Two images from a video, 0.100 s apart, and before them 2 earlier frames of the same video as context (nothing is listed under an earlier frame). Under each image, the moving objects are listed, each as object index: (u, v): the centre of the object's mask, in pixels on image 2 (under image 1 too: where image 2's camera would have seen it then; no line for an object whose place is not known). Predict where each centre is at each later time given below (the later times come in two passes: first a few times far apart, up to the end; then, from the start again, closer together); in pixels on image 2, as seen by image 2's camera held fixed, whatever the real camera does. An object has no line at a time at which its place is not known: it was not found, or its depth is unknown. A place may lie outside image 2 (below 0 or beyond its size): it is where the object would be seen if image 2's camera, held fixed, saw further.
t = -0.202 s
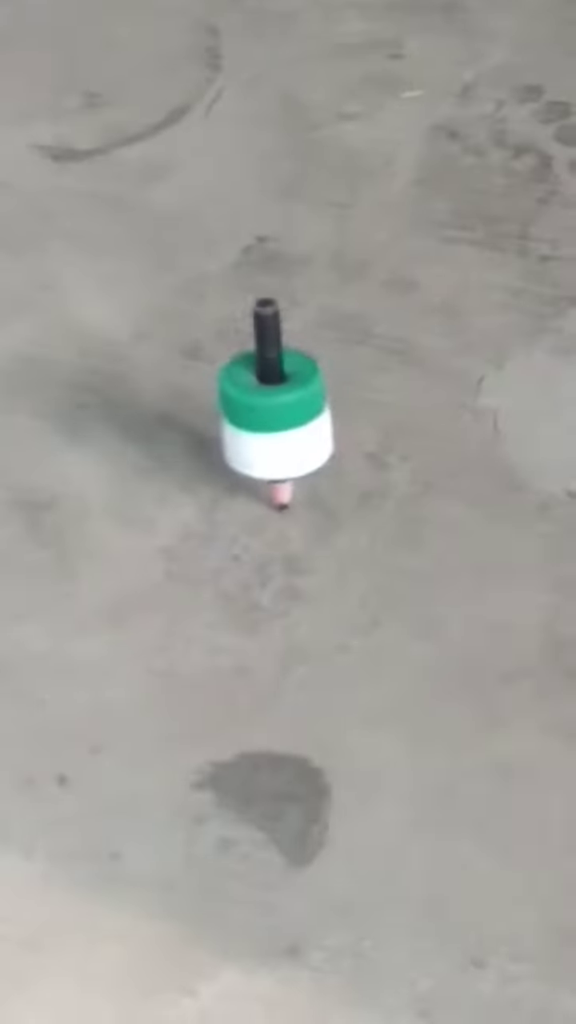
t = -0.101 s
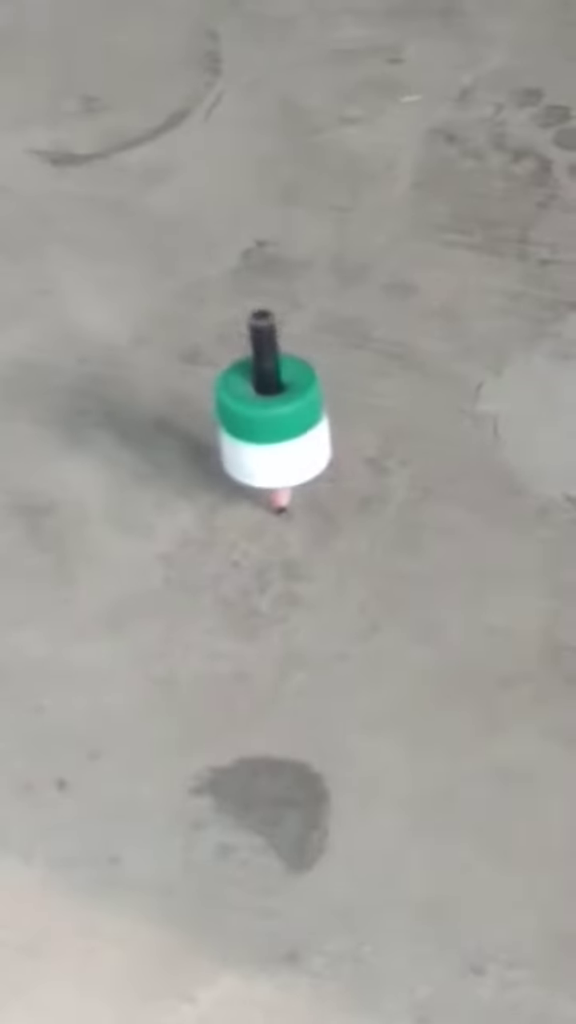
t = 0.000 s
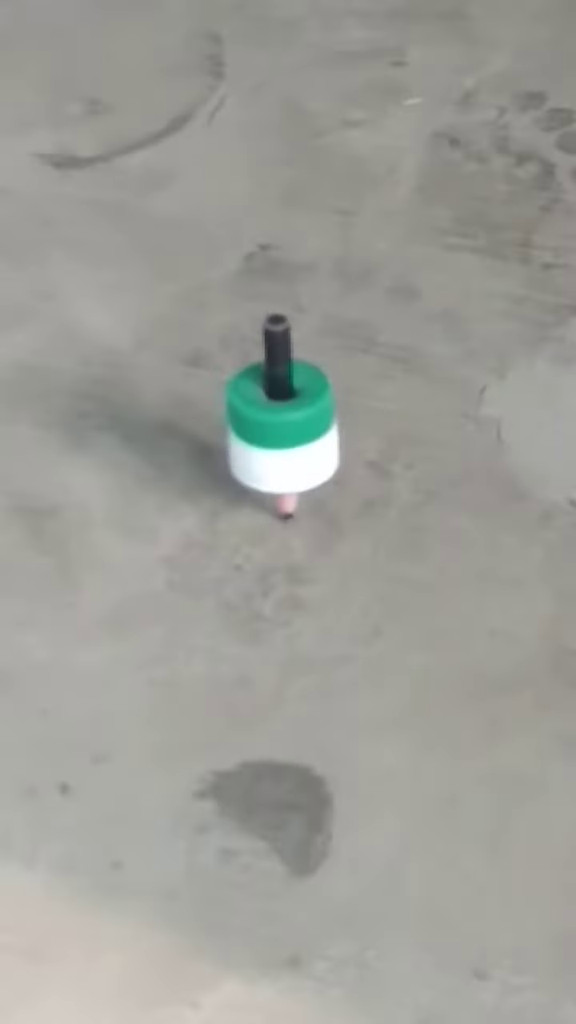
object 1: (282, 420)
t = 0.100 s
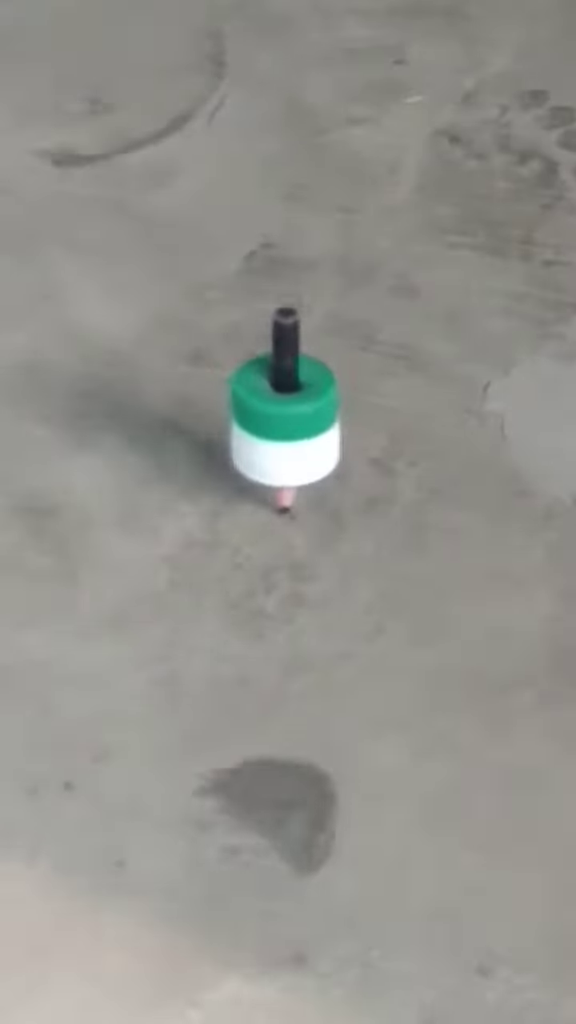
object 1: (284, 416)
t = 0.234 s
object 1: (281, 415)
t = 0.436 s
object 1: (290, 419)
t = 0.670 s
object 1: (286, 420)
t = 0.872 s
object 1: (286, 414)
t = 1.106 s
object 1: (273, 414)
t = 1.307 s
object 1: (287, 409)
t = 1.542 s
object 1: (284, 418)
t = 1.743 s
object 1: (288, 414)
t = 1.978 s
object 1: (282, 426)
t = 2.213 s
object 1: (289, 421)
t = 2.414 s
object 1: (288, 421)
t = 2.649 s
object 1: (268, 413)
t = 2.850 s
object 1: (294, 410)
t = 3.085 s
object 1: (287, 421)
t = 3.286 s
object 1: (283, 419)
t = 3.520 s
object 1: (281, 417)
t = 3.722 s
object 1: (276, 408)
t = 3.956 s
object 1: (284, 421)
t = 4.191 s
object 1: (283, 416)
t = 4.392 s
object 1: (289, 428)
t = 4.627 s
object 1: (274, 421)
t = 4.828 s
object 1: (269, 415)
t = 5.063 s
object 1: (269, 413)
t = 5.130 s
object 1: (272, 428)
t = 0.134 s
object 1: (282, 416)
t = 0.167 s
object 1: (282, 417)
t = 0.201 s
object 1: (282, 415)
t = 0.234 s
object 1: (281, 415)
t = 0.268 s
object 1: (280, 414)
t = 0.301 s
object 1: (281, 414)
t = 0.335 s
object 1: (282, 414)
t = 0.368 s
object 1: (287, 416)
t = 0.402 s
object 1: (290, 418)
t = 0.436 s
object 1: (290, 419)
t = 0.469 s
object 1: (290, 420)
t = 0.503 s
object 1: (293, 421)
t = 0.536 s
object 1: (295, 423)
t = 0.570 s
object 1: (292, 421)
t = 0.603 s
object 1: (288, 420)
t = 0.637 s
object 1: (285, 420)
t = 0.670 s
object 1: (286, 420)
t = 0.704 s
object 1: (287, 419)
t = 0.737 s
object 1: (287, 417)
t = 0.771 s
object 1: (284, 414)
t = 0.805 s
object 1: (281, 413)
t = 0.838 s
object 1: (283, 415)
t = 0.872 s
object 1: (286, 414)
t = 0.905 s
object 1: (287, 414)
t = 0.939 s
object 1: (288, 416)
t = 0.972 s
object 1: (287, 418)
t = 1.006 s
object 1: (282, 419)
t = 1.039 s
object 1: (280, 417)
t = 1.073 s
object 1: (276, 416)
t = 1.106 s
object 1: (273, 414)
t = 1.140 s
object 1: (271, 413)
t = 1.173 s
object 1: (273, 409)
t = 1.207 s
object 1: (277, 406)
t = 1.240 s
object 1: (281, 407)
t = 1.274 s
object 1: (284, 408)
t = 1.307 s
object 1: (287, 409)
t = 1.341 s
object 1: (289, 412)
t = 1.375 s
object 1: (291, 417)
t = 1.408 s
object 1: (293, 422)
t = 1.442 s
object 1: (293, 423)
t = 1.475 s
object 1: (291, 422)
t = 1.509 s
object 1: (287, 420)
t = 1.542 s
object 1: (284, 418)
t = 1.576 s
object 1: (281, 418)
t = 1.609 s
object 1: (278, 418)
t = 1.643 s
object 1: (279, 418)
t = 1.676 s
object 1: (282, 414)
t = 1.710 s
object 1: (285, 412)
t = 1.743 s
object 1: (288, 414)
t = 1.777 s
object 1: (289, 417)
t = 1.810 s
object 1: (289, 421)
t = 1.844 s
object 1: (288, 424)
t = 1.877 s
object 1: (284, 428)
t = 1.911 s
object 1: (282, 424)
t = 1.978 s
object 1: (282, 426)
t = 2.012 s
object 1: (284, 425)
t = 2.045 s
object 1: (285, 422)
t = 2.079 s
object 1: (283, 419)
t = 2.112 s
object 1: (283, 418)
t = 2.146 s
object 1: (283, 421)
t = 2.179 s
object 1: (287, 424)
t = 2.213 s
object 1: (289, 421)
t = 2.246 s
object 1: (287, 418)
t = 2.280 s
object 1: (285, 418)
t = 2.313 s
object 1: (288, 417)
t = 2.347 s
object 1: (290, 416)
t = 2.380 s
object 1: (289, 416)
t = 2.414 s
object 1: (288, 421)
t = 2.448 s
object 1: (289, 425)
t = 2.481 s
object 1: (289, 424)
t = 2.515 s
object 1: (286, 422)
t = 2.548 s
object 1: (281, 423)
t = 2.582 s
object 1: (279, 419)
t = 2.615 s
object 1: (273, 415)
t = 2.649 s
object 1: (268, 413)
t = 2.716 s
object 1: (271, 408)
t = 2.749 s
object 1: (275, 406)
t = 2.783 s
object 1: (280, 408)
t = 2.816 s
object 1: (289, 409)
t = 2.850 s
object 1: (294, 410)
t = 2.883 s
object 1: (292, 411)
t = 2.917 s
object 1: (289, 416)
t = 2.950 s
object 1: (291, 423)
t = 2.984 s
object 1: (293, 428)
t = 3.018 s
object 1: (295, 427)
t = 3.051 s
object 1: (293, 423)
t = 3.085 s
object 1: (287, 421)
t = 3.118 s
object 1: (281, 424)
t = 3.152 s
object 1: (280, 424)
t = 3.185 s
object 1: (284, 422)
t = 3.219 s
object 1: (284, 421)
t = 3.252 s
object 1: (284, 419)
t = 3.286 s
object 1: (283, 419)
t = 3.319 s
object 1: (284, 420)
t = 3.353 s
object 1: (284, 416)
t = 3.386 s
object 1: (284, 415)
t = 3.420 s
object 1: (285, 415)
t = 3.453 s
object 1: (287, 416)
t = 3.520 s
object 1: (281, 417)
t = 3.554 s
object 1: (279, 416)
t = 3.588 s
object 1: (274, 415)
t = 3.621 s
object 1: (271, 416)
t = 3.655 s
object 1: (271, 415)
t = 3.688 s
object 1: (274, 412)
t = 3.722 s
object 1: (276, 408)
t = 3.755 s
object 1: (277, 406)
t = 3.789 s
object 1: (277, 407)
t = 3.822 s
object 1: (281, 408)
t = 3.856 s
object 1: (285, 409)
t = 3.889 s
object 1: (285, 411)
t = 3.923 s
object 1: (285, 415)
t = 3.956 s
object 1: (284, 421)
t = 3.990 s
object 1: (283, 424)
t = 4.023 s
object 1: (284, 423)
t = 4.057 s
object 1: (283, 419)
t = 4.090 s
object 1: (278, 416)
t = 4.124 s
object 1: (276, 416)
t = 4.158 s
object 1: (277, 417)
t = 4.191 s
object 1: (283, 416)
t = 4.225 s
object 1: (288, 416)
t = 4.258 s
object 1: (288, 416)
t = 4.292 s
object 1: (287, 415)
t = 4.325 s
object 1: (288, 420)
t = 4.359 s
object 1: (288, 425)
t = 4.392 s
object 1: (289, 428)
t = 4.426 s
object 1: (291, 428)
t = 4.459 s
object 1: (290, 425)
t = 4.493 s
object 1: (286, 420)
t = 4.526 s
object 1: (279, 417)
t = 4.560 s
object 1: (272, 419)
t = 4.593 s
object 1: (270, 421)
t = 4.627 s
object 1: (274, 421)
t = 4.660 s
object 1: (278, 419)
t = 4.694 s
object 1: (280, 414)
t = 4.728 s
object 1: (275, 410)
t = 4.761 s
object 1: (270, 409)
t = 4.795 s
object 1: (267, 412)
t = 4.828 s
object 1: (269, 415)
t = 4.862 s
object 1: (278, 416)
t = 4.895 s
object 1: (286, 415)
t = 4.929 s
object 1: (291, 411)
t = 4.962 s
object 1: (290, 407)
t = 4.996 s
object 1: (284, 404)
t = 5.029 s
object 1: (276, 407)
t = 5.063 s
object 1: (269, 413)
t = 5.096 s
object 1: (267, 421)
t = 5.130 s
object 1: (272, 428)
